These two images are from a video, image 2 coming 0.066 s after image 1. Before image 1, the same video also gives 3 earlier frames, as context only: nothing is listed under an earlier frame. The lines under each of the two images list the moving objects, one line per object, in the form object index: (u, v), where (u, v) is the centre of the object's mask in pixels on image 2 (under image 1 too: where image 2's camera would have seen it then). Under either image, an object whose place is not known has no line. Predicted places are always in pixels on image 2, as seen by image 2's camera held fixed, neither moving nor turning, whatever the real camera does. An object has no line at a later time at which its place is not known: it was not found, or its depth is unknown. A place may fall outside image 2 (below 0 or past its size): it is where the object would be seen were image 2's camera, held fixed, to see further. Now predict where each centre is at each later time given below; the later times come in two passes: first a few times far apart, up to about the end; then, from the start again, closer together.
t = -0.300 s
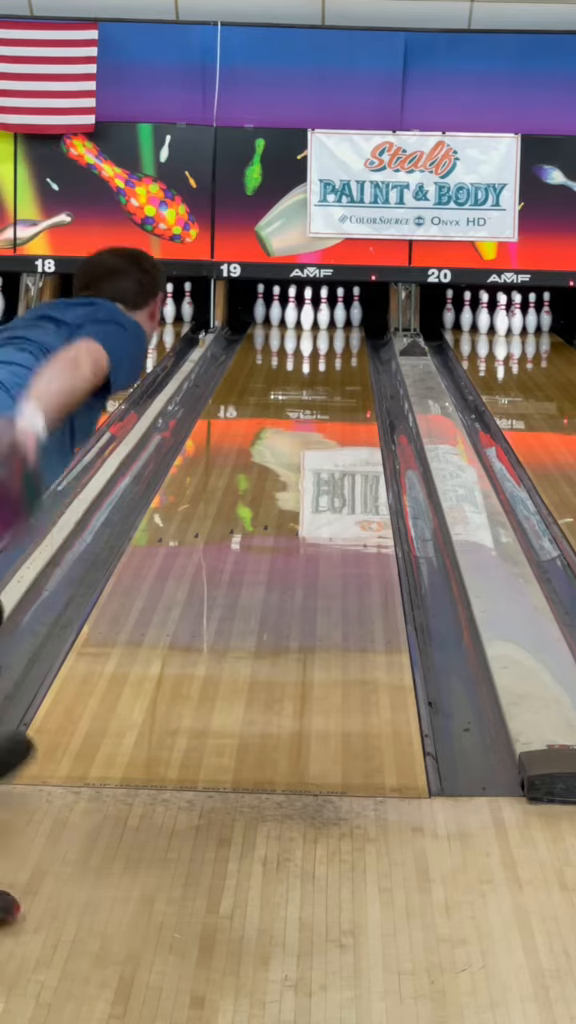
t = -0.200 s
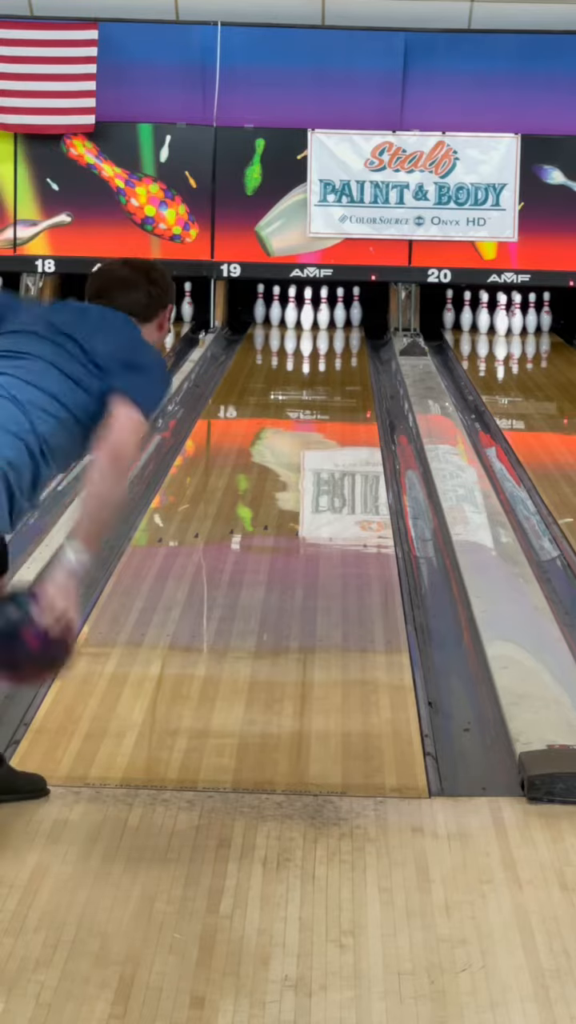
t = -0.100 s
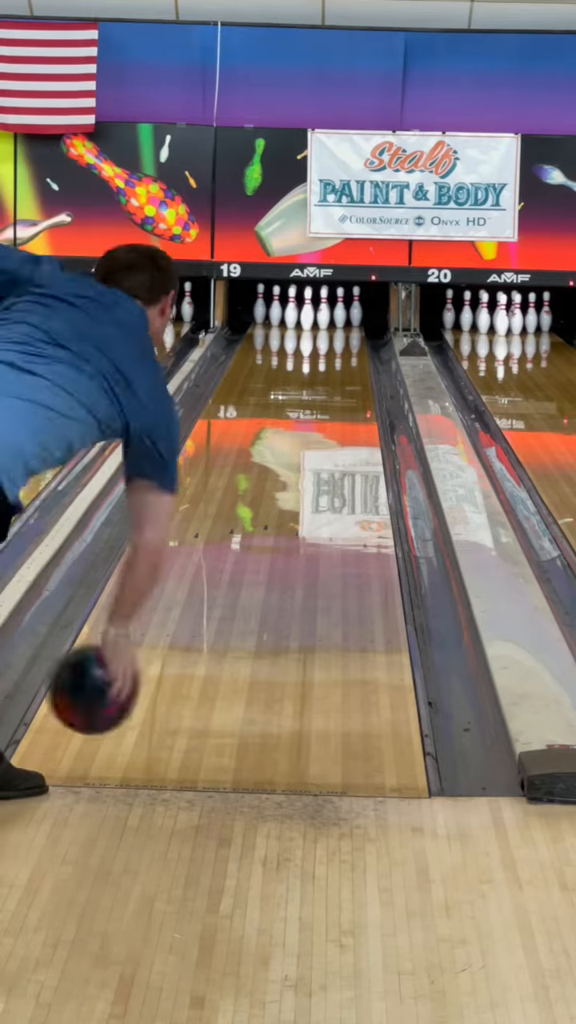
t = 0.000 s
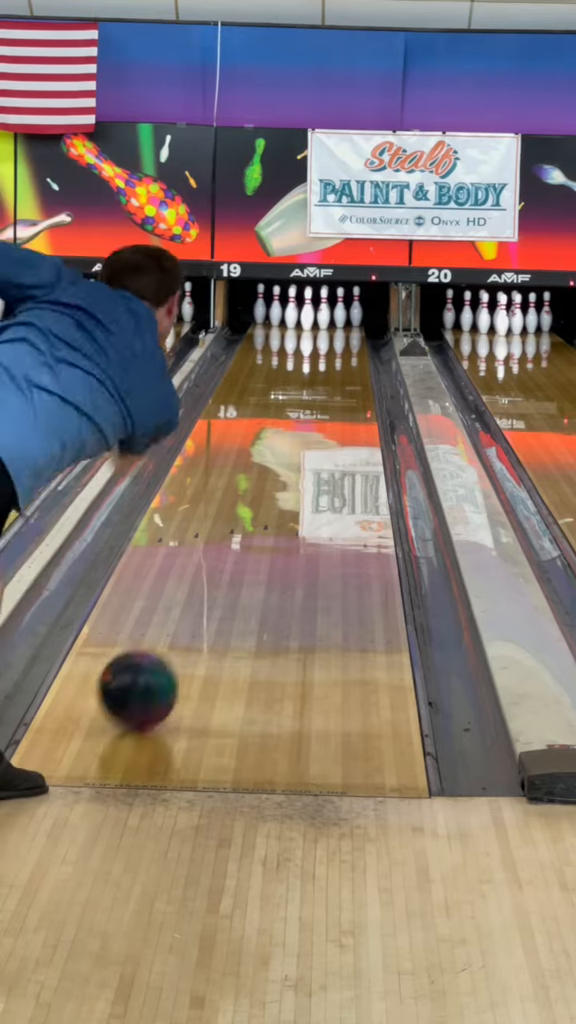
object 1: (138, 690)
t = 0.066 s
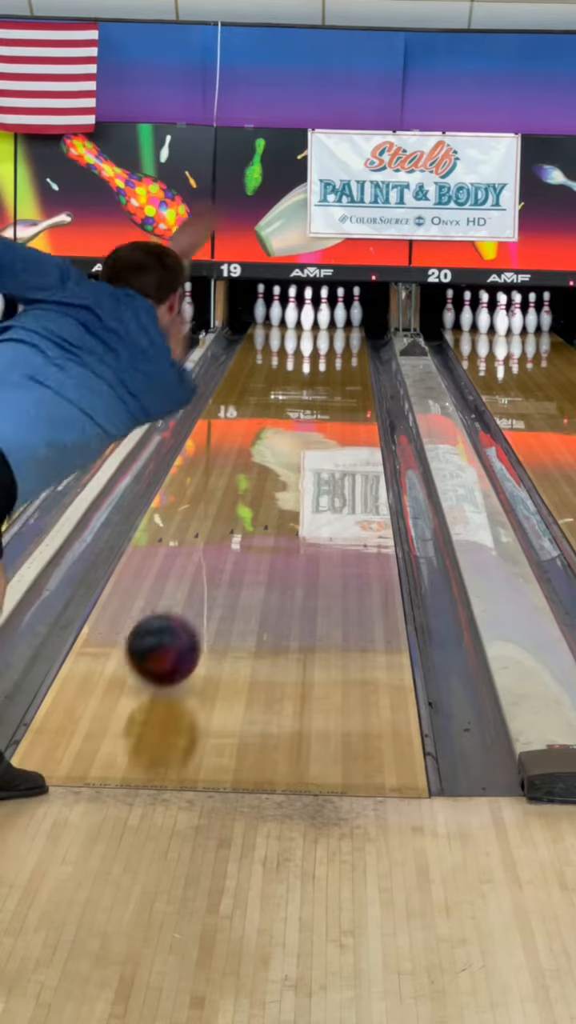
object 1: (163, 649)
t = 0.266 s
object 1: (221, 573)
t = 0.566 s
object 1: (278, 492)
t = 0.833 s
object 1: (311, 443)
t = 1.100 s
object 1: (332, 408)
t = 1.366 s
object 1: (347, 382)
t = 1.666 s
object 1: (352, 359)
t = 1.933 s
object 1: (346, 341)
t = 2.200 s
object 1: (326, 327)
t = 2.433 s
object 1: (311, 318)
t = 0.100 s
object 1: (174, 636)
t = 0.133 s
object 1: (185, 624)
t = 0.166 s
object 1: (195, 610)
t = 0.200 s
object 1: (204, 597)
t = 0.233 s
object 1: (213, 584)
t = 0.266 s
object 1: (221, 573)
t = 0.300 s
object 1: (229, 562)
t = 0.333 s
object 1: (236, 551)
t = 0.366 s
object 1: (243, 541)
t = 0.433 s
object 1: (256, 523)
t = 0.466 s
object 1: (262, 515)
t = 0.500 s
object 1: (267, 506)
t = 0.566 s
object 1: (278, 492)
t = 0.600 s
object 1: (283, 485)
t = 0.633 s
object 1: (287, 479)
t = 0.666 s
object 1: (291, 473)
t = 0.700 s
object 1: (296, 467)
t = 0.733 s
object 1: (299, 461)
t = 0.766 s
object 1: (303, 454)
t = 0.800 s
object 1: (307, 449)
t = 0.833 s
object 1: (311, 443)
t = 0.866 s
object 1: (313, 439)
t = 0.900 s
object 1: (317, 434)
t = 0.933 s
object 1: (320, 430)
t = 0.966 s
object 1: (323, 425)
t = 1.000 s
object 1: (326, 421)
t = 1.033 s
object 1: (328, 416)
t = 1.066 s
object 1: (330, 412)
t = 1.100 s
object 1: (332, 408)
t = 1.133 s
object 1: (335, 404)
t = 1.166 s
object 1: (337, 401)
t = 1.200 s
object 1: (339, 397)
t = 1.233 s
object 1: (341, 395)
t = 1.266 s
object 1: (343, 391)
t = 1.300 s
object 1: (344, 387)
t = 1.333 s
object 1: (346, 384)
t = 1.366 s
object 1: (347, 382)
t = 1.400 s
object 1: (348, 379)
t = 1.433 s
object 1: (349, 376)
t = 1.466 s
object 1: (350, 373)
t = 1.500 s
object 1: (351, 371)
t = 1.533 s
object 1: (351, 369)
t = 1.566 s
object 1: (352, 366)
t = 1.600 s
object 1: (352, 363)
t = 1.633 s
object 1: (352, 361)
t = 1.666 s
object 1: (352, 359)
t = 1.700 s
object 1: (352, 356)
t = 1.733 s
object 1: (352, 354)
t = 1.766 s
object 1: (351, 351)
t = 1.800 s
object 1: (350, 349)
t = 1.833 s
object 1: (349, 347)
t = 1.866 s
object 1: (348, 345)
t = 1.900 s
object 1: (346, 343)
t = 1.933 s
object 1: (346, 341)
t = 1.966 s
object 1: (343, 340)
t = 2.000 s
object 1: (342, 338)
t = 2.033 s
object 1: (339, 336)
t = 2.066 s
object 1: (337, 334)
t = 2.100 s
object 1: (334, 332)
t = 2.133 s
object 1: (332, 330)
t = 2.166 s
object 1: (330, 329)
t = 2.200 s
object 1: (326, 327)
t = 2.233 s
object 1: (324, 326)
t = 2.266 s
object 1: (322, 324)
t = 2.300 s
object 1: (319, 323)
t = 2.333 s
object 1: (315, 321)
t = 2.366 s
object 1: (314, 320)
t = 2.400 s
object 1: (313, 319)
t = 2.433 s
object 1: (311, 318)
